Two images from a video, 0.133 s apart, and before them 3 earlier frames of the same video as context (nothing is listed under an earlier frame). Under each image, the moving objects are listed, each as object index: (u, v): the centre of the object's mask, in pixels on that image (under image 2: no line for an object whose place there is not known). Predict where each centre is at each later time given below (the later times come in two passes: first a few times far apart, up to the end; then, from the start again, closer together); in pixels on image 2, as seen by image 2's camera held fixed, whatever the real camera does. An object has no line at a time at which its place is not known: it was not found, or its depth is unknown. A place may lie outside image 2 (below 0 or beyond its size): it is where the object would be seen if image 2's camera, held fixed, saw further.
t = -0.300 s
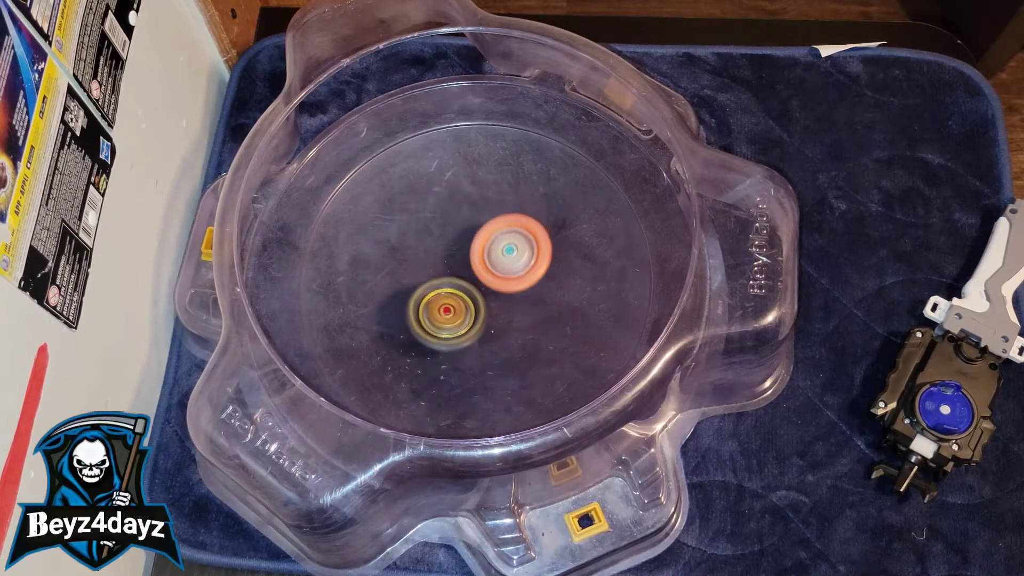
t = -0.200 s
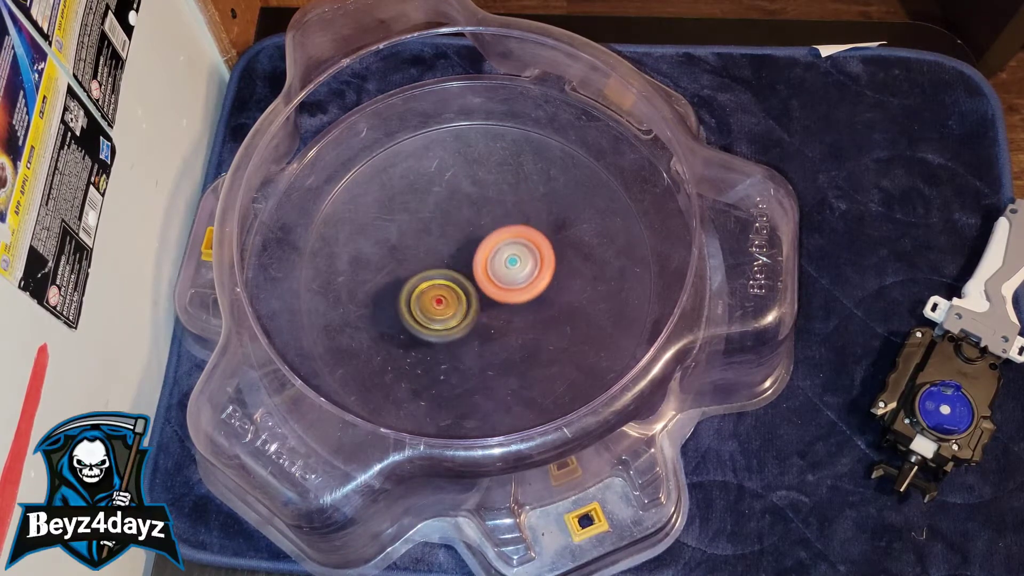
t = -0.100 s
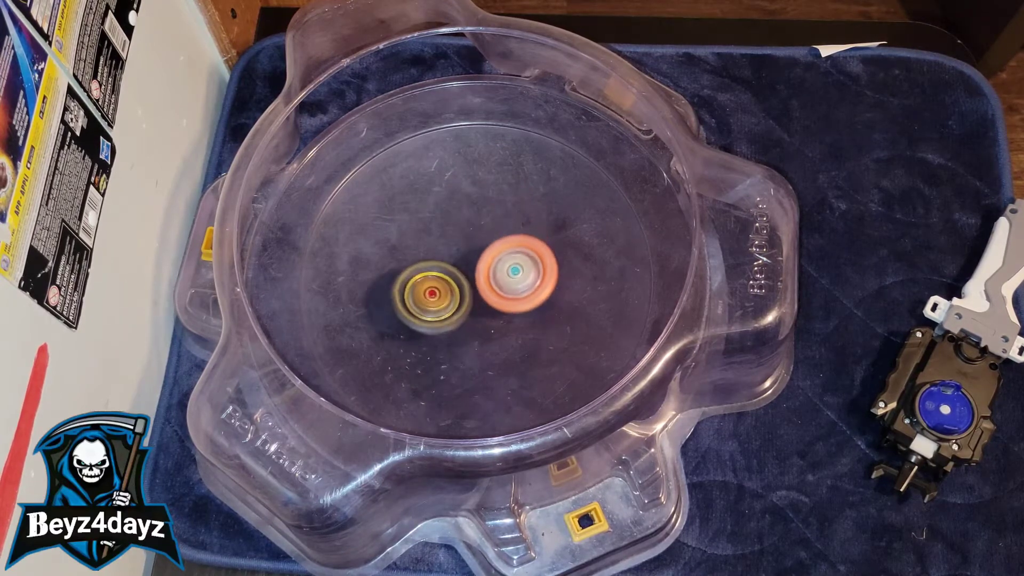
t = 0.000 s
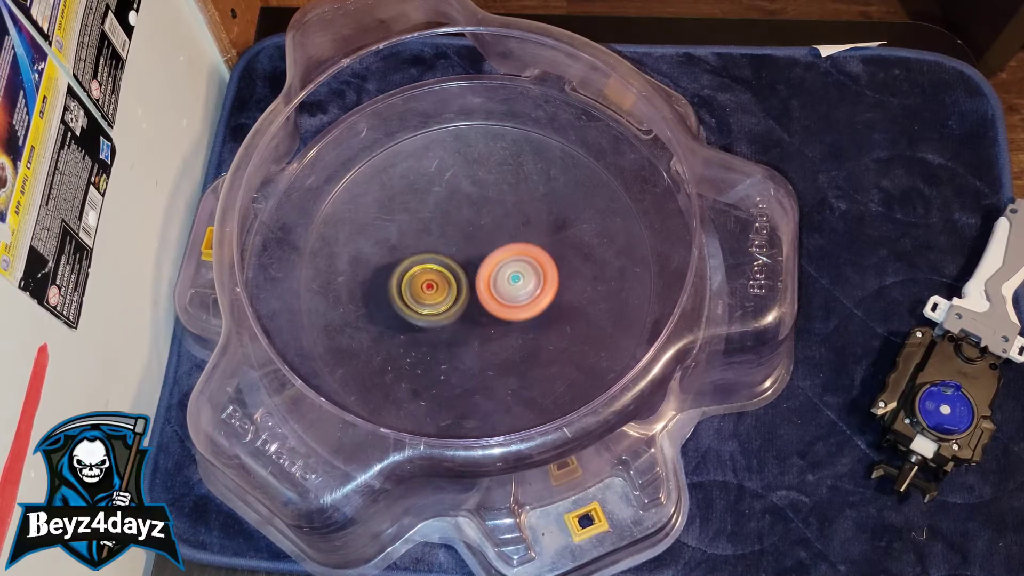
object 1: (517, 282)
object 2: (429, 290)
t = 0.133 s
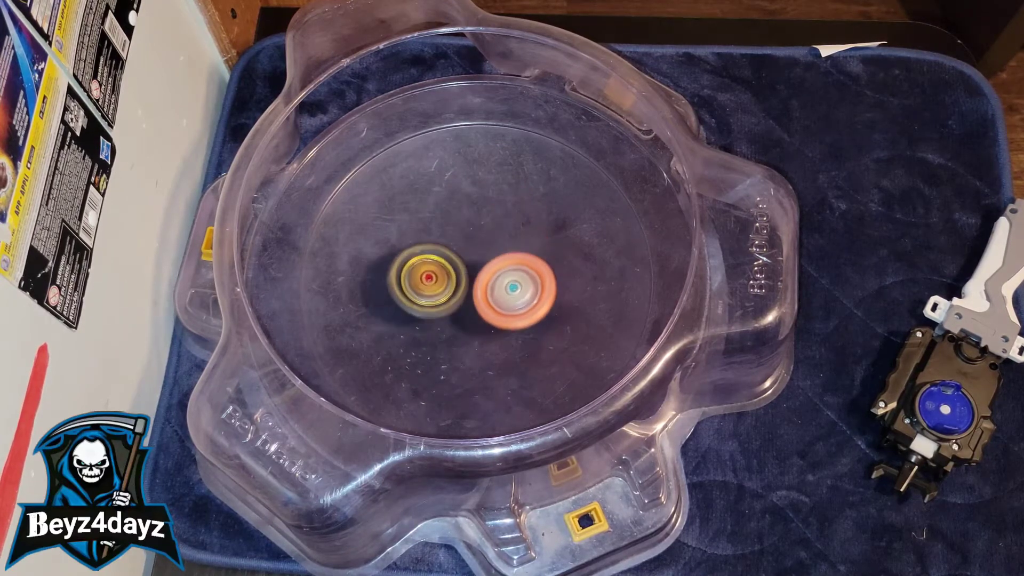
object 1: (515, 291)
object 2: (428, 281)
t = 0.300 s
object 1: (507, 299)
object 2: (429, 269)
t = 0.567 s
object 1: (494, 307)
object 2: (437, 242)
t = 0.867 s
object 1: (466, 305)
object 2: (461, 226)
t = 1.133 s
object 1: (444, 302)
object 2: (485, 220)
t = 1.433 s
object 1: (434, 285)
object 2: (501, 235)
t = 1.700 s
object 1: (429, 267)
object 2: (515, 260)
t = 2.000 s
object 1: (435, 250)
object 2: (512, 286)
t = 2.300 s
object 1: (448, 236)
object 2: (497, 310)
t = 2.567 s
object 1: (470, 234)
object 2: (473, 311)
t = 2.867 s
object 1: (495, 236)
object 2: (442, 297)
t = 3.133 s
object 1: (512, 247)
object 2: (428, 273)
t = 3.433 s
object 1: (515, 271)
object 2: (435, 248)
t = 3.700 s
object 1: (510, 293)
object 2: (455, 233)
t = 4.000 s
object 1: (488, 311)
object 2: (487, 233)
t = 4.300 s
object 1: (457, 314)
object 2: (508, 251)
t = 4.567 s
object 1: (433, 303)
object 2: (512, 272)
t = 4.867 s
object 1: (419, 279)
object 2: (505, 289)
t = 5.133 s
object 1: (421, 254)
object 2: (492, 295)
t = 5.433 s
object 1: (440, 228)
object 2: (480, 295)
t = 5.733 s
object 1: (471, 220)
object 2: (469, 297)
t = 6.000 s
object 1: (501, 229)
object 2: (455, 295)
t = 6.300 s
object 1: (518, 257)
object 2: (441, 288)
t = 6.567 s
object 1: (514, 285)
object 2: (431, 277)
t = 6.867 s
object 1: (487, 306)
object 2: (429, 251)
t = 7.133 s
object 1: (459, 309)
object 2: (446, 229)
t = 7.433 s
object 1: (442, 293)
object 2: (478, 224)
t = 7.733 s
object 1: (439, 274)
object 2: (516, 244)
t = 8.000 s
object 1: (447, 259)
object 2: (525, 277)
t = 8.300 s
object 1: (457, 246)
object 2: (499, 310)
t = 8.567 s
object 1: (476, 235)
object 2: (458, 309)
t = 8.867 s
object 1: (506, 234)
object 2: (440, 279)
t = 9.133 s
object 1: (539, 265)
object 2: (457, 257)
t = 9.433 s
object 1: (527, 317)
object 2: (480, 249)
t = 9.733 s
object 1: (453, 331)
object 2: (486, 261)
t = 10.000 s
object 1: (411, 280)
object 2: (484, 274)
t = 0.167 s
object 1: (513, 292)
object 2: (428, 279)
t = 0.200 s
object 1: (512, 294)
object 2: (428, 277)
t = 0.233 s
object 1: (510, 296)
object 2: (429, 274)
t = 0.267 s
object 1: (509, 297)
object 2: (429, 272)
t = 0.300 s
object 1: (507, 299)
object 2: (429, 269)
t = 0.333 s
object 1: (505, 300)
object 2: (429, 267)
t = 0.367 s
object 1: (504, 302)
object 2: (430, 264)
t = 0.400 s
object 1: (504, 305)
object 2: (429, 259)
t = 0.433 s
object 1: (503, 306)
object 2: (430, 255)
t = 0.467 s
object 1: (501, 306)
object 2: (431, 252)
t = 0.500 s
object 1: (498, 307)
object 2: (433, 248)
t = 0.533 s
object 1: (496, 307)
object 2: (435, 245)
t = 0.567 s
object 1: (494, 307)
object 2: (437, 242)
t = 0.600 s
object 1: (491, 307)
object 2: (439, 239)
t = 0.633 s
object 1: (488, 307)
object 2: (441, 236)
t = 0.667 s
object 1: (485, 308)
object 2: (444, 234)
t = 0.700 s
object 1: (482, 308)
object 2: (446, 232)
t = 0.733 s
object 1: (479, 307)
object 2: (449, 231)
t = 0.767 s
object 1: (475, 307)
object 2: (452, 229)
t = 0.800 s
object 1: (472, 307)
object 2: (455, 228)
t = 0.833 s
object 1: (469, 306)
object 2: (458, 228)
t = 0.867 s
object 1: (466, 305)
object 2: (461, 226)
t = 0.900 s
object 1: (463, 304)
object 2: (465, 226)
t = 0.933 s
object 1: (459, 305)
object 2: (469, 224)
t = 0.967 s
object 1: (456, 306)
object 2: (473, 221)
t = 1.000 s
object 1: (453, 305)
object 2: (477, 219)
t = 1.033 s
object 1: (450, 305)
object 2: (480, 219)
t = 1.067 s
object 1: (448, 304)
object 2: (481, 219)
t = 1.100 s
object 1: (446, 303)
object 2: (484, 219)
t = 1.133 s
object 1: (444, 302)
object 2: (485, 220)
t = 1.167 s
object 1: (442, 300)
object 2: (487, 220)
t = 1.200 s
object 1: (440, 299)
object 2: (489, 221)
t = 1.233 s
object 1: (439, 297)
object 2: (490, 222)
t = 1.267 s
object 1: (437, 296)
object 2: (492, 224)
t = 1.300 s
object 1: (437, 294)
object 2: (494, 226)
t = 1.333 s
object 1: (436, 292)
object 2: (496, 227)
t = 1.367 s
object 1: (435, 290)
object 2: (497, 230)
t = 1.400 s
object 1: (434, 287)
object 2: (499, 232)
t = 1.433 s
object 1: (434, 285)
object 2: (501, 235)
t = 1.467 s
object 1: (433, 283)
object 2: (502, 238)
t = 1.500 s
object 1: (432, 280)
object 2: (505, 241)
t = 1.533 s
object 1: (431, 278)
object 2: (507, 244)
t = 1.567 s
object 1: (430, 276)
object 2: (510, 247)
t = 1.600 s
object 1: (429, 273)
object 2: (511, 250)
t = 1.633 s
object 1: (429, 271)
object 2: (512, 254)
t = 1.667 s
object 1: (429, 269)
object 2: (514, 257)
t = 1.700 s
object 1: (429, 267)
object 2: (515, 260)
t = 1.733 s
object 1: (430, 265)
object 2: (515, 263)
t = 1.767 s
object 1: (430, 264)
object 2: (515, 266)
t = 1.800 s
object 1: (431, 262)
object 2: (515, 270)
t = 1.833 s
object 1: (432, 260)
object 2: (514, 273)
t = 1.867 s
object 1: (432, 258)
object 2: (515, 276)
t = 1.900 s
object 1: (432, 256)
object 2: (515, 279)
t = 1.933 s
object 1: (433, 254)
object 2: (514, 282)
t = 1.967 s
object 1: (434, 252)
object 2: (513, 284)
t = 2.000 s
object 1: (435, 250)
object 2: (512, 286)
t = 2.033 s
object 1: (436, 249)
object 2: (511, 288)
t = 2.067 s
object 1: (438, 247)
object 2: (509, 291)
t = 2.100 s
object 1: (440, 246)
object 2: (507, 293)
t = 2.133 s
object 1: (442, 245)
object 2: (505, 294)
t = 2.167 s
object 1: (443, 242)
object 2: (504, 298)
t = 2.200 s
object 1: (443, 239)
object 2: (504, 304)
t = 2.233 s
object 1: (445, 238)
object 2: (502, 307)
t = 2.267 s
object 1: (446, 237)
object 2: (500, 309)
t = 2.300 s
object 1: (448, 236)
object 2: (497, 310)
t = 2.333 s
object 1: (450, 235)
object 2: (496, 311)
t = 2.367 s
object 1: (452, 235)
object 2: (493, 311)
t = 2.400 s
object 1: (455, 235)
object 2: (491, 311)
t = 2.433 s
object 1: (457, 235)
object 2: (488, 311)
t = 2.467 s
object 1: (460, 235)
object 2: (485, 311)
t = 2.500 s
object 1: (463, 235)
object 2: (481, 310)
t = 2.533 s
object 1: (466, 235)
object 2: (478, 311)
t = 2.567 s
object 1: (470, 234)
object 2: (473, 311)
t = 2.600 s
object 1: (473, 233)
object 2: (469, 311)
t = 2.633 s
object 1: (476, 233)
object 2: (465, 310)
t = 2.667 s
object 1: (479, 233)
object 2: (461, 309)
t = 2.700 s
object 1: (482, 233)
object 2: (457, 308)
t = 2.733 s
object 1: (485, 233)
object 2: (453, 306)
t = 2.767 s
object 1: (488, 233)
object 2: (450, 304)
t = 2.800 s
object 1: (490, 234)
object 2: (447, 302)
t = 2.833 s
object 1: (493, 235)
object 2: (445, 299)
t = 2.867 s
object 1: (495, 236)
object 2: (442, 297)
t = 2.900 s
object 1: (498, 237)
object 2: (439, 294)
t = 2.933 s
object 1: (501, 238)
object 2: (437, 291)
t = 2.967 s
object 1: (504, 239)
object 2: (434, 288)
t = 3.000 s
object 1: (506, 240)
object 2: (432, 285)
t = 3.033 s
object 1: (508, 242)
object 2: (431, 282)
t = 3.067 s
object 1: (509, 244)
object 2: (430, 279)
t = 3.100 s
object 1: (510, 245)
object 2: (429, 276)
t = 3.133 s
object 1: (512, 247)
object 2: (428, 273)
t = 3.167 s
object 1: (513, 250)
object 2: (428, 270)
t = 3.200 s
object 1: (513, 252)
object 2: (429, 267)
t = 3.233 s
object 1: (514, 254)
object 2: (429, 264)
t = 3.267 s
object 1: (514, 256)
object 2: (429, 262)
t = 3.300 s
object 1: (514, 259)
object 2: (431, 259)
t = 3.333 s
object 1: (514, 261)
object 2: (432, 257)
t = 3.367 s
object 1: (515, 264)
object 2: (433, 255)
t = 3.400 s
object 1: (515, 268)
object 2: (434, 251)
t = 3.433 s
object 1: (515, 271)
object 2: (435, 248)
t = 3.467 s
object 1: (515, 274)
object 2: (438, 246)
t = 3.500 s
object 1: (514, 276)
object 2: (440, 244)
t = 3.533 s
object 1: (514, 280)
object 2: (441, 242)
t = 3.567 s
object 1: (514, 283)
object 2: (444, 239)
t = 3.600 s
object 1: (514, 286)
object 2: (447, 237)
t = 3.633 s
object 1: (513, 288)
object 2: (450, 236)
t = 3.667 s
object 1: (512, 291)
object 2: (453, 235)
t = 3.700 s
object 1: (510, 293)
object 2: (455, 233)
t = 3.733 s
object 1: (509, 295)
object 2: (459, 233)
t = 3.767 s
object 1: (507, 297)
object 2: (463, 232)
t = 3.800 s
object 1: (505, 299)
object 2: (466, 232)
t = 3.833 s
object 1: (502, 302)
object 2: (469, 232)
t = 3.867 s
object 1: (500, 304)
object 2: (473, 231)
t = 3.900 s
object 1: (496, 306)
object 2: (477, 231)
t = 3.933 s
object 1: (494, 308)
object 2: (480, 231)
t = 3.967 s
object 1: (491, 310)
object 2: (484, 232)
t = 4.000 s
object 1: (488, 311)
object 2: (487, 233)
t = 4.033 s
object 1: (485, 312)
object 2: (490, 234)
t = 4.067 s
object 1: (481, 313)
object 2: (492, 235)
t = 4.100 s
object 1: (478, 314)
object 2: (496, 237)
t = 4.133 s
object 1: (474, 315)
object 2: (498, 239)
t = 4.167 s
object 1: (470, 315)
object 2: (501, 241)
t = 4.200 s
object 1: (467, 315)
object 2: (503, 243)
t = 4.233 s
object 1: (464, 315)
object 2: (505, 245)
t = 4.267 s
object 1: (460, 315)
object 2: (507, 248)
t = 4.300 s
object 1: (457, 314)
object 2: (508, 251)
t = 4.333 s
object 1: (454, 314)
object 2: (510, 253)
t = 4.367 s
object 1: (450, 312)
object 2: (511, 256)
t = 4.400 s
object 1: (447, 311)
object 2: (511, 259)
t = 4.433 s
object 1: (444, 310)
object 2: (512, 262)
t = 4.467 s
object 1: (441, 308)
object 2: (513, 264)
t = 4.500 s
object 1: (438, 306)
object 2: (513, 267)
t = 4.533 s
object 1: (435, 305)
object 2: (513, 270)
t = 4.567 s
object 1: (433, 303)
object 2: (512, 272)
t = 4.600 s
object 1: (431, 301)
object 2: (512, 275)
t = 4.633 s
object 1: (429, 298)
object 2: (511, 277)
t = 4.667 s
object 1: (427, 296)
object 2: (511, 279)
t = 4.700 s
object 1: (426, 293)
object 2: (510, 281)
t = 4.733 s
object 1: (425, 291)
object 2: (509, 283)
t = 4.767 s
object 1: (422, 287)
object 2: (509, 285)
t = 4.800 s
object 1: (421, 284)
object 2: (507, 287)
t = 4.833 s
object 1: (420, 281)
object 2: (506, 288)
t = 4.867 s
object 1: (419, 279)
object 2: (505, 289)
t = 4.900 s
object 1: (419, 276)
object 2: (503, 290)
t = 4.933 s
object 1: (419, 273)
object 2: (501, 291)
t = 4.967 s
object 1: (418, 270)
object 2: (500, 292)
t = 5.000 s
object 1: (418, 267)
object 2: (498, 293)
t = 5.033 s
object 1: (419, 264)
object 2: (497, 294)
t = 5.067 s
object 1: (419, 260)
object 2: (495, 294)
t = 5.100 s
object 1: (420, 257)
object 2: (494, 295)
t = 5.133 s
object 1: (421, 254)
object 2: (492, 295)
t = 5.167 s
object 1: (423, 250)
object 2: (491, 295)
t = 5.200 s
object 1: (424, 247)
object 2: (490, 296)
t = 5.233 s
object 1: (426, 244)
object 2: (488, 296)
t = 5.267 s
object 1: (428, 241)
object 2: (487, 296)
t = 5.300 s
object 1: (430, 238)
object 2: (485, 296)
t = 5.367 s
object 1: (434, 233)
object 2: (482, 296)
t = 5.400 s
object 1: (437, 231)
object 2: (482, 296)
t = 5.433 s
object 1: (440, 228)
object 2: (480, 295)
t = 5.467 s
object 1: (443, 227)
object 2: (479, 295)
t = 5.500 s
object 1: (446, 225)
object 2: (478, 295)
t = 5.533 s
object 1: (450, 224)
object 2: (477, 296)
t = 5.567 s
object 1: (453, 222)
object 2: (475, 297)
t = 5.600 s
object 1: (457, 221)
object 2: (473, 297)
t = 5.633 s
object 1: (461, 220)
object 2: (472, 297)
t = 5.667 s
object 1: (464, 220)
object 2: (471, 297)
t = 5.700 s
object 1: (468, 220)
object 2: (470, 297)
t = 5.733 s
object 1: (471, 220)
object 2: (469, 297)
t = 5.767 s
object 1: (475, 220)
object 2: (468, 296)
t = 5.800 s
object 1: (479, 220)
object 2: (466, 296)
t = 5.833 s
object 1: (483, 221)
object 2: (464, 295)
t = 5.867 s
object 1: (487, 222)
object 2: (462, 296)
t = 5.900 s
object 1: (490, 223)
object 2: (461, 296)
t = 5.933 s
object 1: (494, 225)
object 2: (459, 296)
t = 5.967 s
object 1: (497, 227)
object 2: (458, 295)
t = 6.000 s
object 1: (501, 229)
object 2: (455, 295)
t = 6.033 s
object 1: (503, 232)
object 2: (454, 295)
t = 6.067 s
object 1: (506, 234)
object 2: (453, 294)
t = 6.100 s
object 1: (509, 237)
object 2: (450, 294)
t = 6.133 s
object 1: (511, 240)
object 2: (449, 293)
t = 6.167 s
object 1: (513, 244)
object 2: (447, 292)
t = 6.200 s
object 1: (514, 247)
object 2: (446, 292)
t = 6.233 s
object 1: (516, 250)
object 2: (444, 291)
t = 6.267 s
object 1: (517, 254)
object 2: (442, 290)
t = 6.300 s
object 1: (518, 257)
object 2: (441, 288)
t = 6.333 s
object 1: (518, 261)
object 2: (440, 287)
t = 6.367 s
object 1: (518, 264)
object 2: (438, 286)
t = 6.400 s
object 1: (519, 268)
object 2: (435, 284)
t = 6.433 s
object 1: (519, 271)
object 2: (433, 283)
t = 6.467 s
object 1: (518, 275)
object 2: (433, 281)
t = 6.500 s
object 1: (517, 278)
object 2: (432, 280)
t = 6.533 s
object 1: (515, 281)
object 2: (432, 279)
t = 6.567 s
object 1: (514, 285)
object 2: (431, 277)
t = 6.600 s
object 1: (511, 288)
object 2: (430, 274)
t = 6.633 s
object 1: (510, 291)
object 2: (430, 272)
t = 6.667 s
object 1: (507, 294)
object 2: (429, 268)
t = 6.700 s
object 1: (504, 297)
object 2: (428, 265)
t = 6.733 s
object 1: (501, 299)
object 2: (428, 262)
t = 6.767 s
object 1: (498, 301)
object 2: (428, 260)
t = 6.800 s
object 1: (495, 303)
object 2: (428, 257)
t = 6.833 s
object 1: (491, 305)
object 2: (428, 254)
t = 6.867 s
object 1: (487, 306)
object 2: (429, 251)
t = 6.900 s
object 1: (484, 307)
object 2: (430, 248)
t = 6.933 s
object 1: (480, 308)
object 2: (431, 245)
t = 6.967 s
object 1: (476, 309)
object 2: (433, 243)
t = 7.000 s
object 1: (472, 309)
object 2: (434, 240)
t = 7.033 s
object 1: (469, 309)
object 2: (437, 237)
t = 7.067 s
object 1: (465, 308)
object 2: (439, 236)
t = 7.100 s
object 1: (462, 308)
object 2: (441, 234)
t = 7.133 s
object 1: (459, 309)
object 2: (446, 229)
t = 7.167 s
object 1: (455, 310)
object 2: (450, 227)
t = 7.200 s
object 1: (453, 309)
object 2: (452, 225)
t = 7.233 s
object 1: (451, 307)
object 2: (456, 224)
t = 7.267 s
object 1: (449, 305)
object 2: (459, 223)
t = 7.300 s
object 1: (447, 303)
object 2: (462, 223)
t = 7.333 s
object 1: (446, 301)
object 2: (465, 223)
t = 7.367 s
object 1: (444, 298)
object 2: (469, 223)
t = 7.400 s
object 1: (443, 295)
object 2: (473, 224)
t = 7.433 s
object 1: (442, 293)
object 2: (478, 224)
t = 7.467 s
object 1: (441, 291)
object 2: (482, 225)
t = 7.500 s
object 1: (438, 291)
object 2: (489, 225)
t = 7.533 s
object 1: (437, 288)
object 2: (493, 227)
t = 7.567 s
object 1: (438, 286)
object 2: (497, 229)
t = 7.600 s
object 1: (438, 284)
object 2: (501, 231)
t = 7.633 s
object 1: (438, 281)
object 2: (505, 233)
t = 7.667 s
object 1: (438, 279)
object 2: (508, 237)
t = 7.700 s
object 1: (438, 276)
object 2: (513, 240)
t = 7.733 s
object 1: (439, 274)
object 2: (516, 244)
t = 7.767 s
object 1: (439, 272)
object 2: (518, 247)
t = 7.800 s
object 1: (441, 270)
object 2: (521, 252)
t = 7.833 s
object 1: (442, 268)
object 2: (522, 256)
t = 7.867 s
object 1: (443, 266)
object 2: (524, 260)
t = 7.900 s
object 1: (444, 264)
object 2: (525, 264)
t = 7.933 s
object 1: (445, 262)
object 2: (526, 268)
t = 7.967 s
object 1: (446, 260)
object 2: (526, 273)
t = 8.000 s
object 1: (447, 259)
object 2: (525, 277)
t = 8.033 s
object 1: (448, 258)
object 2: (524, 281)
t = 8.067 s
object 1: (449, 256)
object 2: (522, 286)
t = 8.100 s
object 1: (449, 255)
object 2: (520, 290)
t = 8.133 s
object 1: (451, 254)
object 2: (519, 294)
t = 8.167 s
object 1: (452, 252)
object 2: (516, 297)
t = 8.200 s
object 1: (453, 250)
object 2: (512, 301)
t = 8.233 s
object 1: (455, 248)
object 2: (508, 304)
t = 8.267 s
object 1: (456, 246)
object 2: (503, 307)
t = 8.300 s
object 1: (457, 246)
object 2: (499, 310)
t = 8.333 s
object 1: (458, 244)
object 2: (494, 311)
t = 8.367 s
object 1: (461, 243)
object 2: (489, 312)
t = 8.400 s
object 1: (463, 242)
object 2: (483, 313)
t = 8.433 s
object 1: (465, 240)
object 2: (478, 313)
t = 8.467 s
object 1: (469, 238)
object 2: (472, 313)
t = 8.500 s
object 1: (470, 238)
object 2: (468, 312)
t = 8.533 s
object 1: (473, 236)
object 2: (463, 311)
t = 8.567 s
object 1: (476, 235)
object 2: (458, 309)
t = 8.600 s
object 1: (478, 234)
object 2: (455, 306)
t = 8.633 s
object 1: (482, 231)
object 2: (451, 305)
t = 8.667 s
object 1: (484, 231)
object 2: (447, 301)
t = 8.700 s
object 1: (487, 231)
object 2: (446, 296)
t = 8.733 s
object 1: (490, 231)
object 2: (445, 292)
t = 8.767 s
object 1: (495, 231)
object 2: (443, 290)
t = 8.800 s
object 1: (498, 232)
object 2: (441, 287)
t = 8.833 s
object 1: (502, 233)
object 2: (440, 283)
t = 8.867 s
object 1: (506, 234)
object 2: (440, 279)
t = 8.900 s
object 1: (510, 236)
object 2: (441, 275)
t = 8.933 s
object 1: (514, 238)
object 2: (441, 271)
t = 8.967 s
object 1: (519, 241)
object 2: (442, 267)
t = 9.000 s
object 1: (525, 246)
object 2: (444, 264)
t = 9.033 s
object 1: (530, 251)
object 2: (447, 261)
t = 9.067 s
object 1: (534, 255)
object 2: (451, 259)
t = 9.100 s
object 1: (537, 260)
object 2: (454, 257)
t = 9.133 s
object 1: (539, 265)
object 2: (457, 257)
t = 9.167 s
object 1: (541, 269)
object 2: (461, 256)
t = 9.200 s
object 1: (542, 274)
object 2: (464, 254)
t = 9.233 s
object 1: (542, 279)
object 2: (466, 253)
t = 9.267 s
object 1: (542, 286)
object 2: (470, 251)
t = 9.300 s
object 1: (543, 292)
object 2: (472, 246)
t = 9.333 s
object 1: (540, 299)
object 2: (474, 247)
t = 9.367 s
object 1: (537, 306)
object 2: (477, 248)
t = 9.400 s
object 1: (532, 311)
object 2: (478, 249)
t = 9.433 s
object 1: (527, 317)
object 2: (480, 249)
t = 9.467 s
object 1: (521, 321)
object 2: (482, 251)
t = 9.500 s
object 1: (515, 325)
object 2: (483, 253)
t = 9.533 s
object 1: (507, 328)
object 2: (483, 254)
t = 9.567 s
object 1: (499, 330)
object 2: (484, 257)
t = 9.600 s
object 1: (491, 332)
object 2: (485, 258)
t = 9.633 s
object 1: (482, 333)
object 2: (485, 260)
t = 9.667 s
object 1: (473, 333)
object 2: (486, 262)
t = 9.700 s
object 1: (463, 333)
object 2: (485, 263)
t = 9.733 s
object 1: (453, 331)
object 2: (486, 261)
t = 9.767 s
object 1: (445, 326)
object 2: (487, 263)
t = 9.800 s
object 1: (438, 321)
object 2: (485, 264)
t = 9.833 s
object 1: (432, 316)
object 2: (484, 264)
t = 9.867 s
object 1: (426, 309)
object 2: (483, 266)
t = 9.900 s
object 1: (422, 302)
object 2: (483, 267)
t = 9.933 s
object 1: (418, 296)
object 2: (482, 268)
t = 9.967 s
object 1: (415, 288)
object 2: (480, 270)
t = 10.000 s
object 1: (411, 280)
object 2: (484, 274)
